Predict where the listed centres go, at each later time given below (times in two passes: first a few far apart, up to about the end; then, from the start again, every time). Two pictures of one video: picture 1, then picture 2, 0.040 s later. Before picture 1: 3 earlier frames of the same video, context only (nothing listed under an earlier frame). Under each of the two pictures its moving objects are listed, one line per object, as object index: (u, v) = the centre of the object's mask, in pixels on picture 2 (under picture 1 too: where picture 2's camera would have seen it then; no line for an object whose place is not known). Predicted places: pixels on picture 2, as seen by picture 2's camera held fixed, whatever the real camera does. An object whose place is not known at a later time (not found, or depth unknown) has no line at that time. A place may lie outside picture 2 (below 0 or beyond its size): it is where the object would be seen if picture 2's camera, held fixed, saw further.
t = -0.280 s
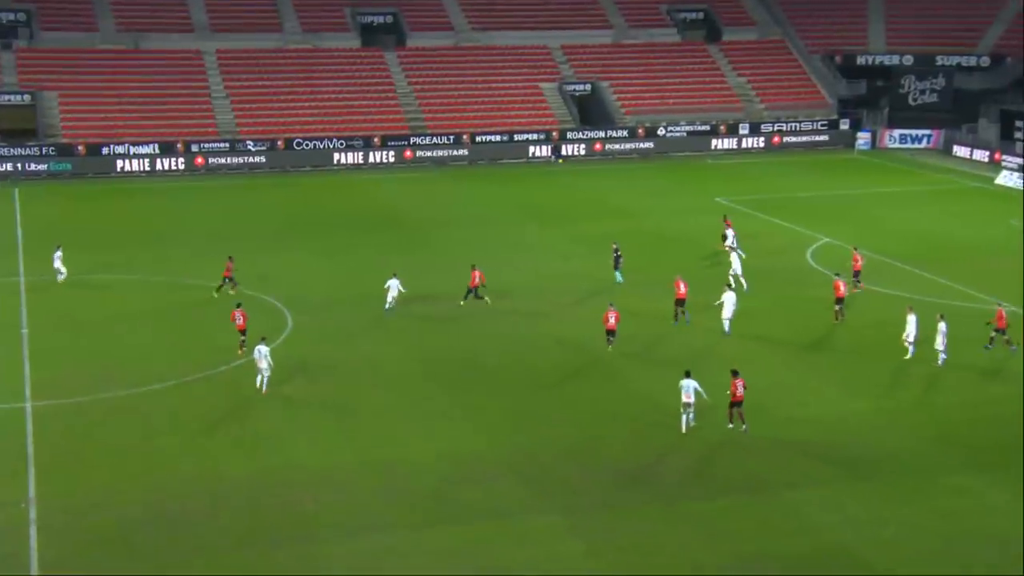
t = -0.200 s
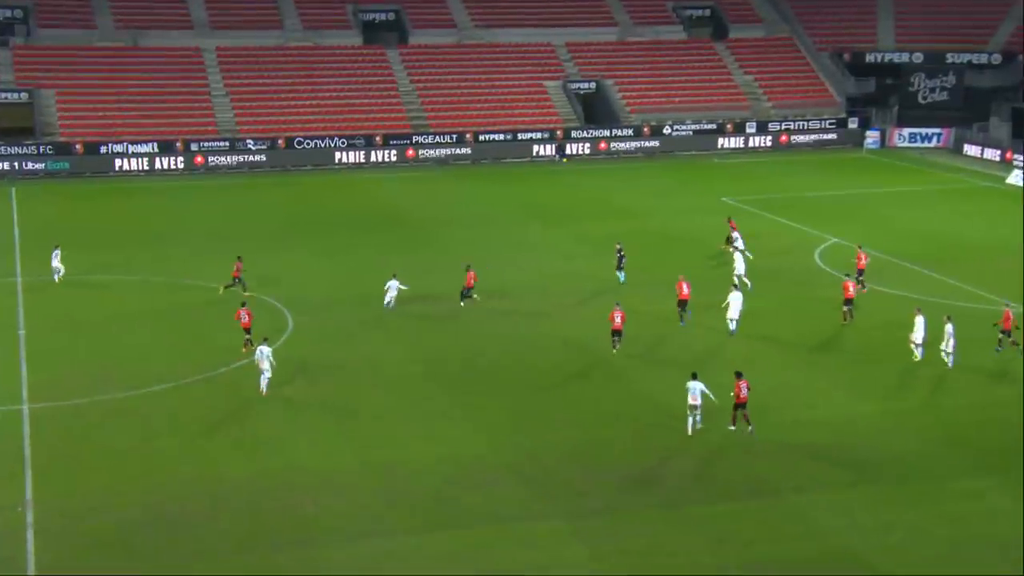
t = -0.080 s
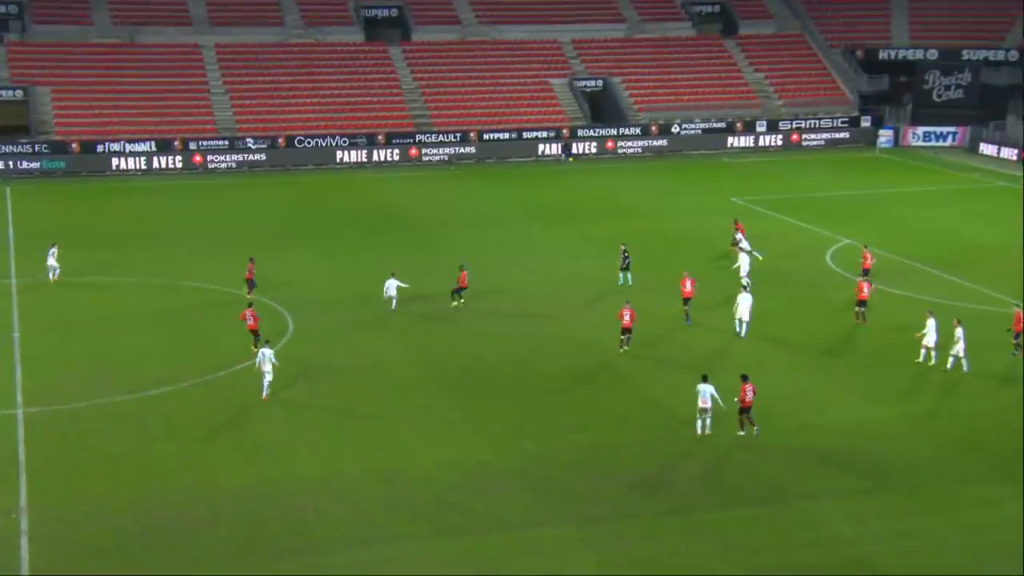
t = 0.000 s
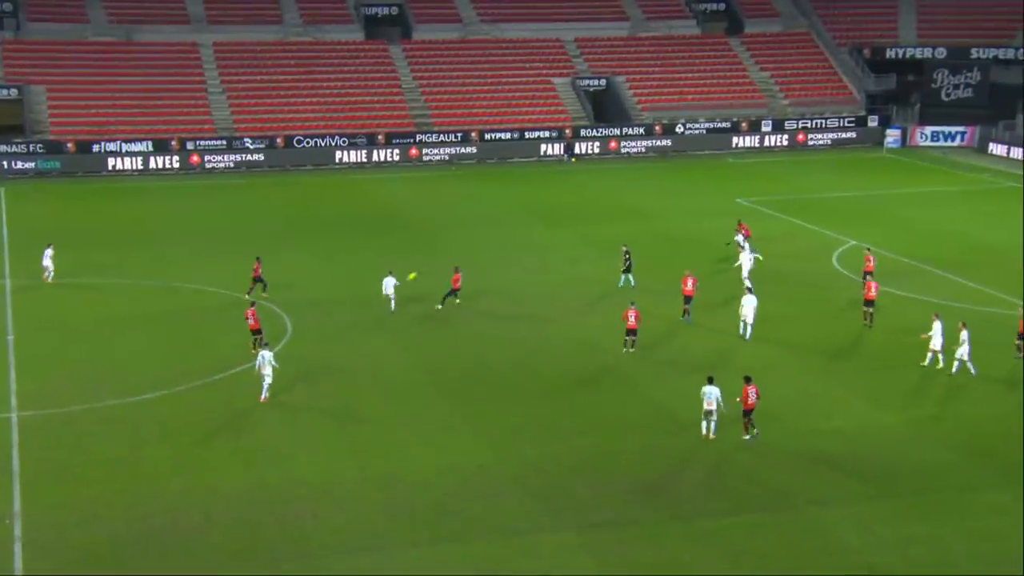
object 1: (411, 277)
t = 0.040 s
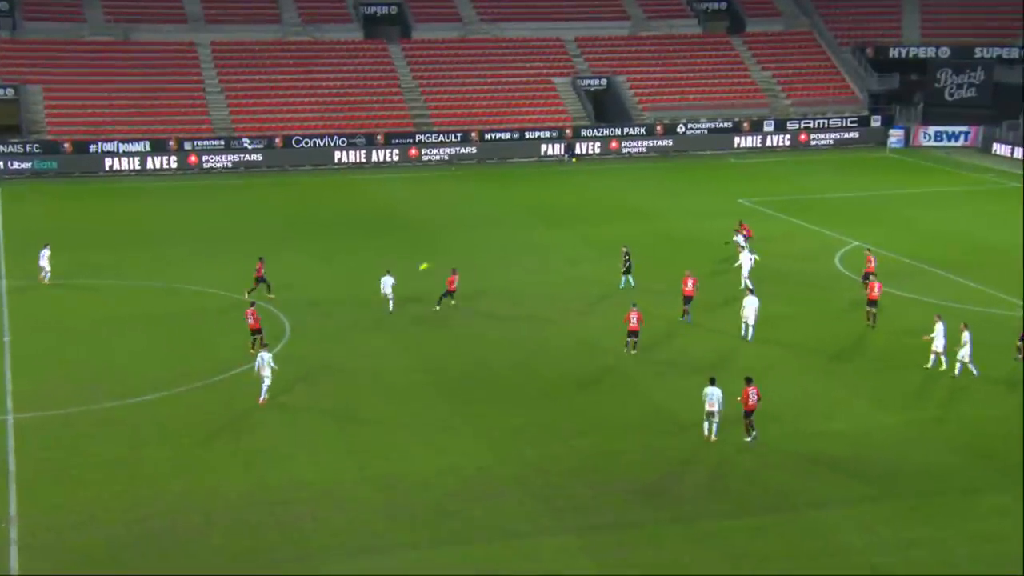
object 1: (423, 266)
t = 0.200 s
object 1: (473, 230)
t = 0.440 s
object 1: (546, 190)
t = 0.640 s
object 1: (605, 170)
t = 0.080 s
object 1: (436, 256)
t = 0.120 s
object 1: (448, 247)
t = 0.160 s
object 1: (460, 238)
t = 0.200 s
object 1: (473, 230)
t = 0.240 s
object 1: (485, 221)
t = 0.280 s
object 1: (497, 214)
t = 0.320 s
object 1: (510, 207)
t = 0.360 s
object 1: (522, 201)
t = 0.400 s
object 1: (533, 195)
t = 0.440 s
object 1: (546, 190)
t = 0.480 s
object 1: (558, 185)
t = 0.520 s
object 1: (570, 181)
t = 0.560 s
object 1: (582, 177)
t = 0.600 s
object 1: (594, 173)
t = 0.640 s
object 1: (605, 170)
